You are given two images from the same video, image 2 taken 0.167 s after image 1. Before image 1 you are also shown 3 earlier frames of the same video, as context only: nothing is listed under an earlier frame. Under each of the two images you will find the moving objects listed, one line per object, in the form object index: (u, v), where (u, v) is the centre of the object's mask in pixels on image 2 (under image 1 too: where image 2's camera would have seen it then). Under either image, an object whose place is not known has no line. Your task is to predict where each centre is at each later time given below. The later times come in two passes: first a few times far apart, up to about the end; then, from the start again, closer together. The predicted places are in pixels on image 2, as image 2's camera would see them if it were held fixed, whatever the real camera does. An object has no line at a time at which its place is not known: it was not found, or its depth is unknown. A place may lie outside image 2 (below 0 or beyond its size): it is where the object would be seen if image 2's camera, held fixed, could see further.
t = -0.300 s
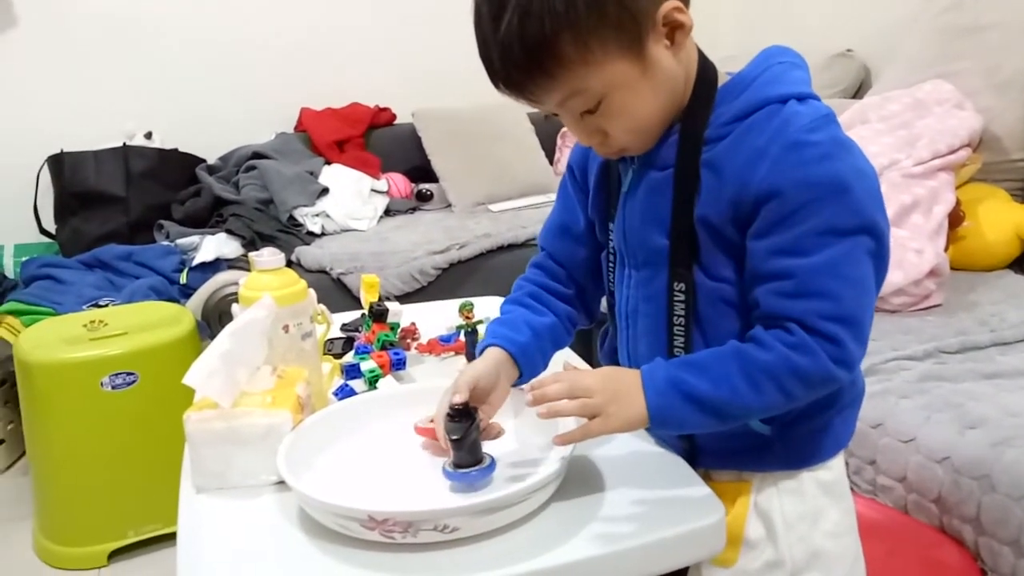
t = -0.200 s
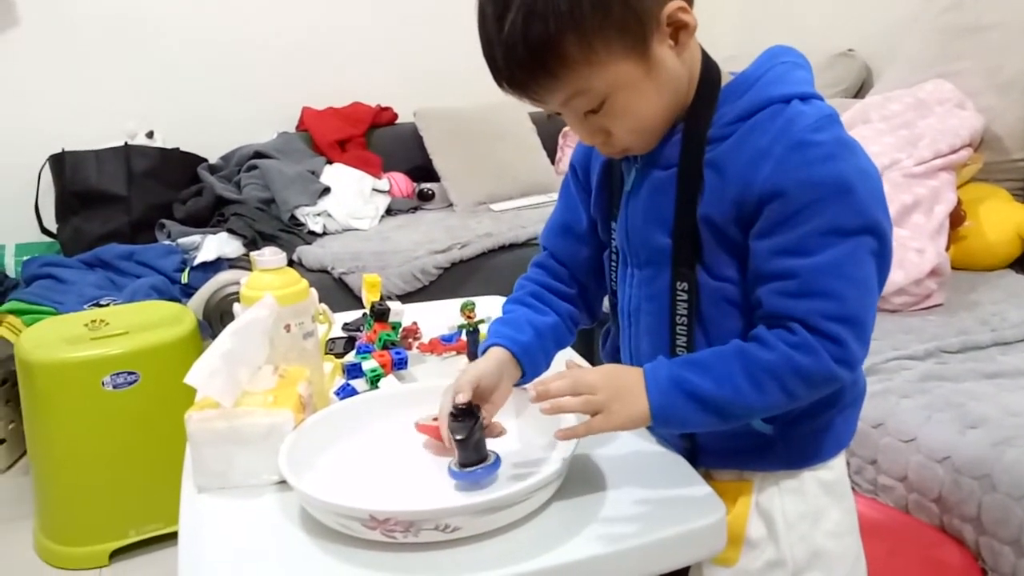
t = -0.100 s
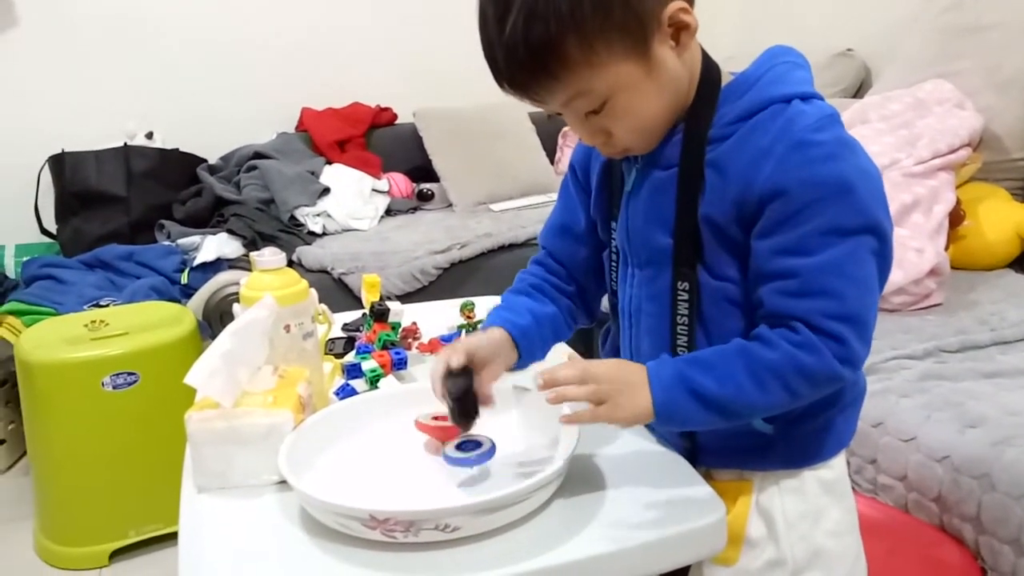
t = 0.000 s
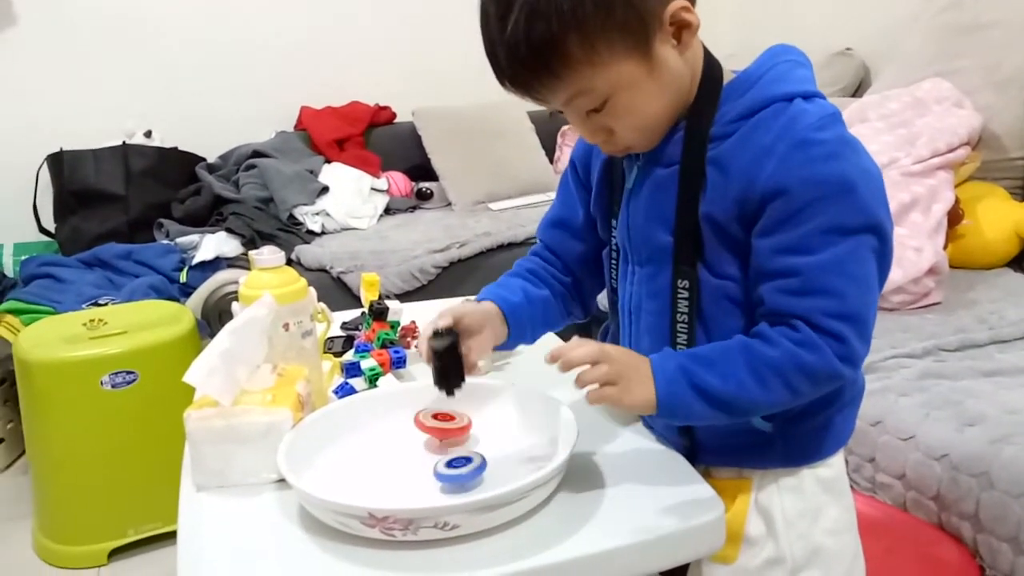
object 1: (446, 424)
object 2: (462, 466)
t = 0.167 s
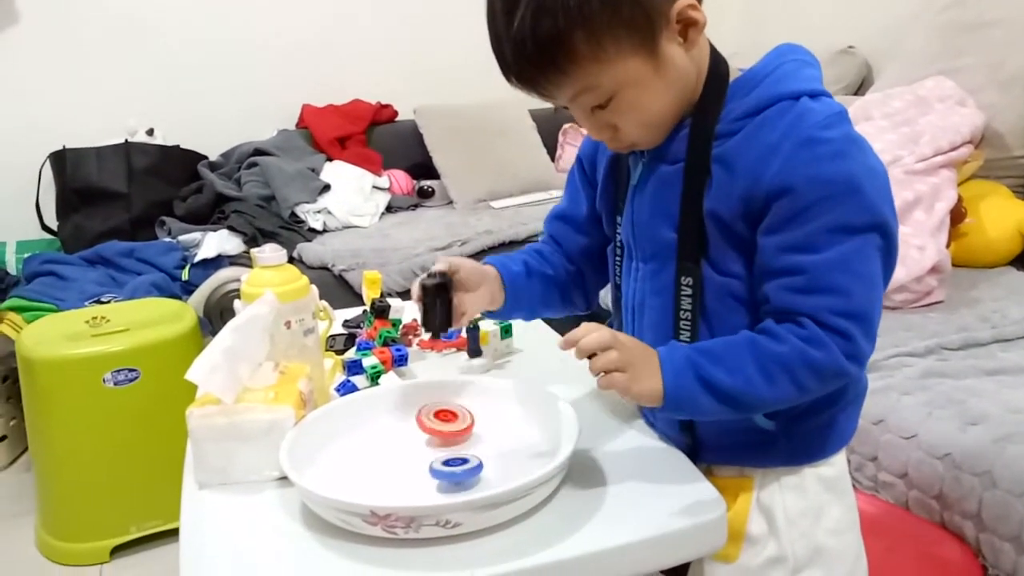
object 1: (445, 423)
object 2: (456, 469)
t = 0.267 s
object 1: (444, 423)
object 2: (453, 469)
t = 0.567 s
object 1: (446, 424)
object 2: (446, 467)
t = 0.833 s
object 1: (446, 422)
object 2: (450, 463)
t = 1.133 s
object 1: (448, 420)
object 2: (459, 462)
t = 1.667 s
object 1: (449, 425)
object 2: (465, 467)
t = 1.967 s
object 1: (450, 421)
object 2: (456, 467)
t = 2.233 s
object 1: (449, 422)
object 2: (452, 465)
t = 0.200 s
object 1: (445, 423)
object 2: (455, 469)
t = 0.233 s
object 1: (445, 424)
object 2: (454, 469)
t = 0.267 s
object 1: (444, 423)
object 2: (453, 469)
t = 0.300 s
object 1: (445, 423)
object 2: (452, 469)
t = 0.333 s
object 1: (446, 424)
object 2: (451, 469)
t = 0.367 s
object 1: (444, 424)
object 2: (449, 469)
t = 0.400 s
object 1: (445, 423)
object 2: (449, 469)
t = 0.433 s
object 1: (445, 423)
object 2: (448, 469)
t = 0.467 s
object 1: (445, 424)
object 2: (448, 468)
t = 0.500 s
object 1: (444, 424)
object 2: (447, 468)
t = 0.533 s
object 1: (445, 424)
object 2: (447, 467)
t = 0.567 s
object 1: (446, 424)
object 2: (446, 467)
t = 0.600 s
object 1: (445, 421)
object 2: (447, 466)
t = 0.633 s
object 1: (446, 421)
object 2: (446, 466)
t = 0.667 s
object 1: (446, 423)
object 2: (447, 465)
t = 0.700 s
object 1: (446, 422)
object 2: (447, 465)
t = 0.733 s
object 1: (446, 422)
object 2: (447, 465)
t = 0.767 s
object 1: (446, 422)
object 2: (448, 464)
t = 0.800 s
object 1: (447, 422)
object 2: (448, 464)
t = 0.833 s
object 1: (446, 422)
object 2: (450, 463)
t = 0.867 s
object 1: (446, 422)
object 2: (450, 463)
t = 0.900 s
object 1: (447, 421)
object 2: (451, 463)
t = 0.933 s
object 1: (447, 421)
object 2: (452, 463)
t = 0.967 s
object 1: (446, 420)
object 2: (453, 462)
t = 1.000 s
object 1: (448, 422)
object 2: (454, 463)
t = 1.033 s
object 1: (448, 421)
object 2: (455, 462)
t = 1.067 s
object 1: (447, 421)
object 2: (457, 462)
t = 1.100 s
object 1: (447, 420)
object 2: (457, 461)
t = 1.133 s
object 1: (448, 420)
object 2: (459, 462)
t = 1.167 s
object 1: (447, 421)
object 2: (459, 462)
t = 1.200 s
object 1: (446, 422)
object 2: (461, 462)
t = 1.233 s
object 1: (447, 422)
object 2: (462, 462)
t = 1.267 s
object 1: (448, 422)
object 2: (463, 462)
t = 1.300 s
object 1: (448, 422)
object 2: (464, 462)
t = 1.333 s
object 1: (447, 422)
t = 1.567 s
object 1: (448, 424)
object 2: (466, 465)
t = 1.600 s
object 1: (449, 424)
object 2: (466, 466)
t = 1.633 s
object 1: (449, 425)
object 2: (465, 466)
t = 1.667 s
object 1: (449, 425)
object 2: (465, 467)
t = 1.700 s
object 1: (449, 425)
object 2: (463, 467)
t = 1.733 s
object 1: (449, 425)
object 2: (463, 468)
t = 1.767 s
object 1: (450, 424)
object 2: (462, 468)
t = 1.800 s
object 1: (449, 424)
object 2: (461, 468)
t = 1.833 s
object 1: (449, 421)
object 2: (460, 468)
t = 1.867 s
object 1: (449, 424)
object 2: (459, 468)
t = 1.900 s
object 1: (449, 424)
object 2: (458, 468)
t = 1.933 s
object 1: (449, 423)
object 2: (457, 468)
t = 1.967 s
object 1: (450, 421)
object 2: (456, 467)
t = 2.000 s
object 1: (449, 420)
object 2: (455, 467)
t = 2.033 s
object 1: (448, 420)
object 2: (454, 467)
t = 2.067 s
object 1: (449, 421)
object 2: (453, 467)
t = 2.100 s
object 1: (449, 420)
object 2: (453, 467)
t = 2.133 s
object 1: (449, 423)
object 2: (452, 467)
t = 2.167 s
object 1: (448, 423)
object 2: (452, 466)
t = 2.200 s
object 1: (449, 422)
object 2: (452, 465)
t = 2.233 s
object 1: (449, 422)
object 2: (452, 465)
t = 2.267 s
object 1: (448, 423)
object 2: (452, 465)
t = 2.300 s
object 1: (448, 423)
